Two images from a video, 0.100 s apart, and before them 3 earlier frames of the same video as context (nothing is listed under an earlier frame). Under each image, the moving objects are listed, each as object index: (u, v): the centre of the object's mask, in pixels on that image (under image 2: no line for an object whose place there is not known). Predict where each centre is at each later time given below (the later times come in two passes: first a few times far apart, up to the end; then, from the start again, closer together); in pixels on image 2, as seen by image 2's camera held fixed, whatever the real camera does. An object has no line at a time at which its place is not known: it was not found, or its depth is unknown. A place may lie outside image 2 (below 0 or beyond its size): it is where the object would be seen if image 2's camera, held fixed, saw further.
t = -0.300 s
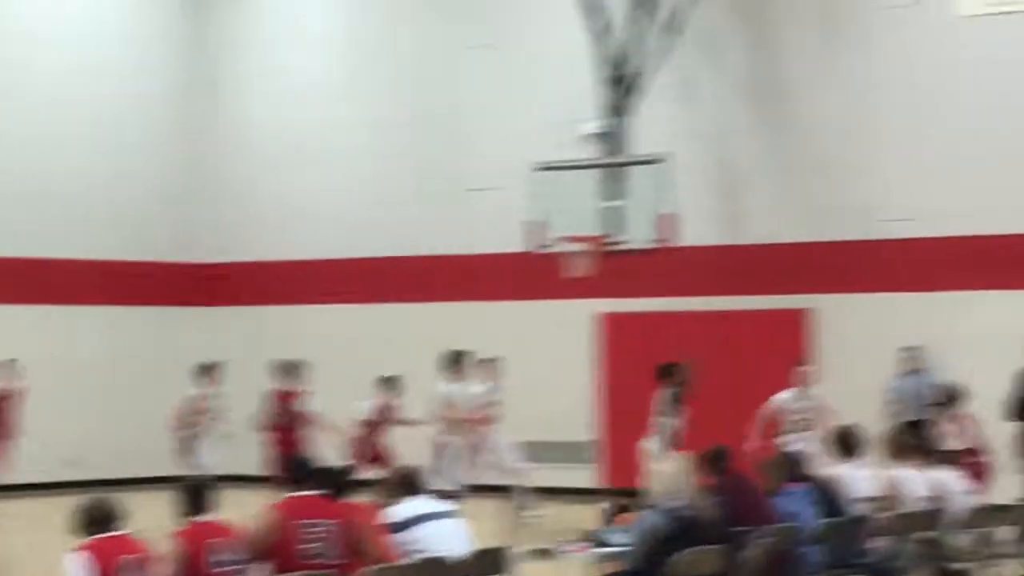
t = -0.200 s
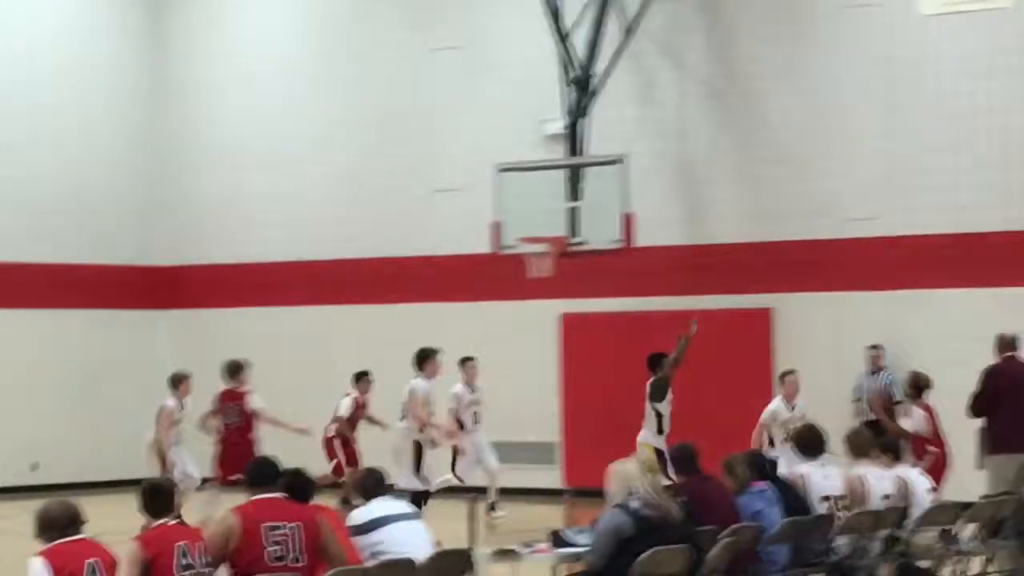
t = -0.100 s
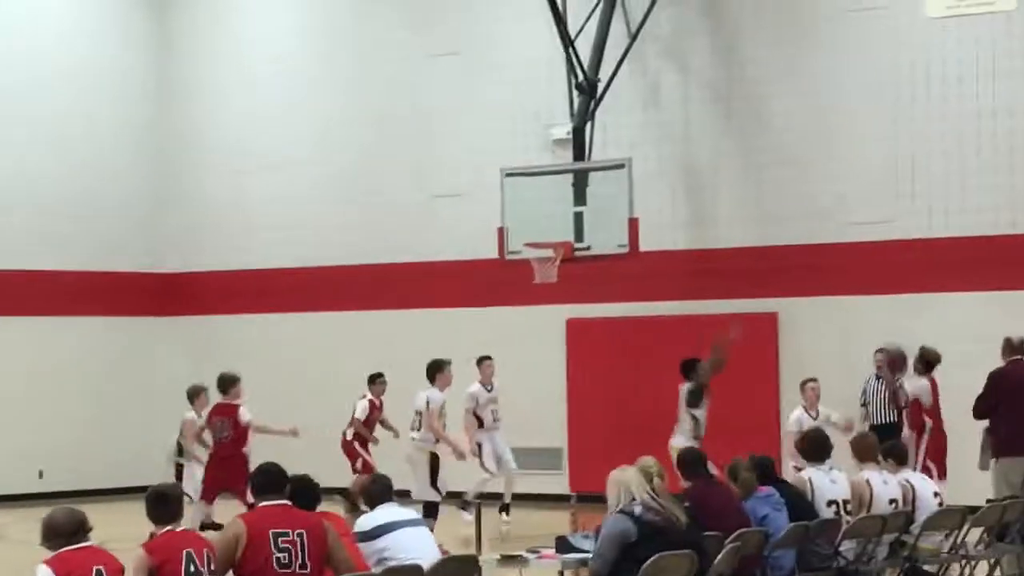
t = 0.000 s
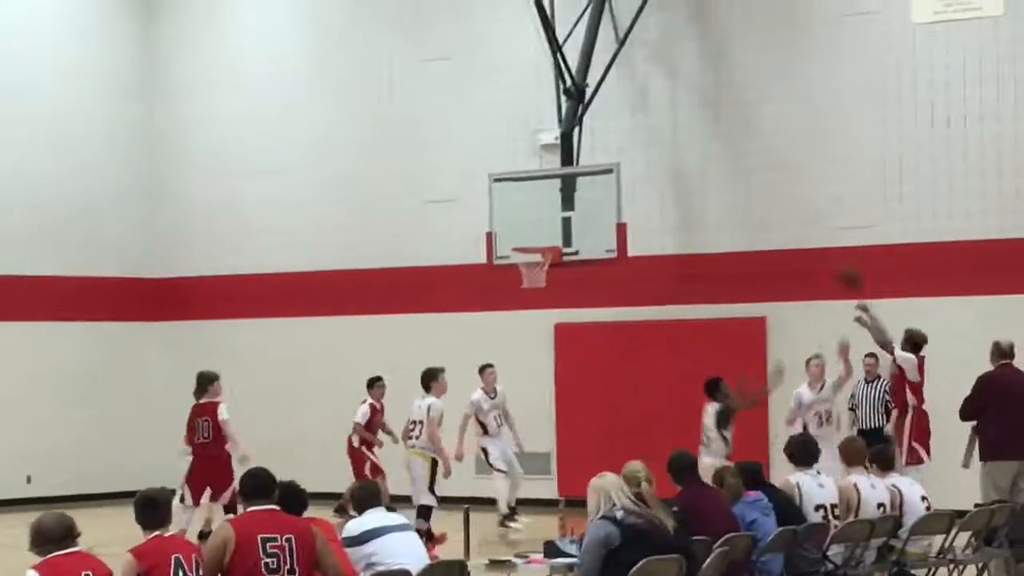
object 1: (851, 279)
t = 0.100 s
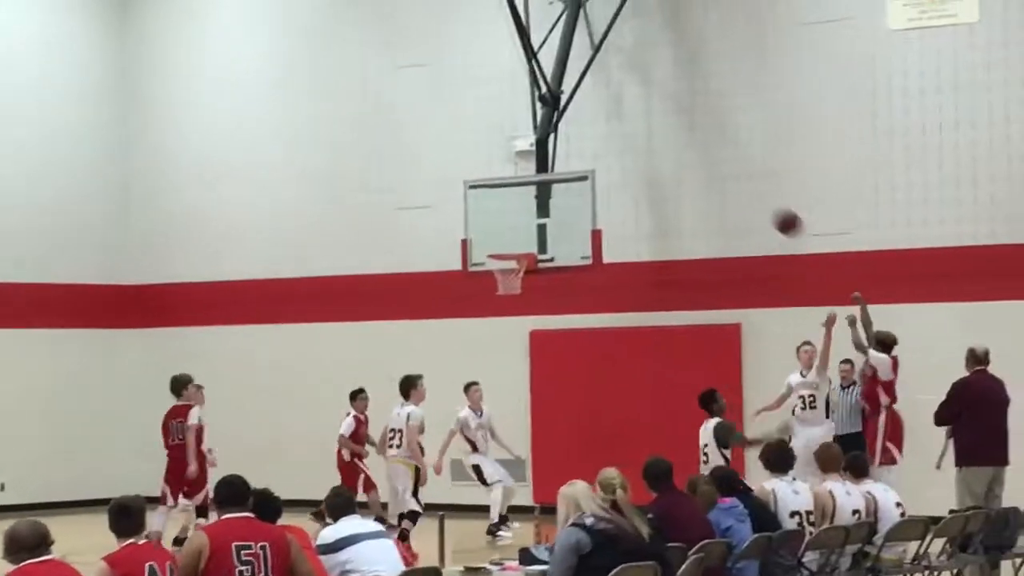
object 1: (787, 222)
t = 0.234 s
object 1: (743, 162)
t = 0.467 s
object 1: (671, 108)
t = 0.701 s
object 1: (607, 110)
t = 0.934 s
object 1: (548, 161)
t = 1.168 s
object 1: (497, 251)
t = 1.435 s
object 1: (497, 243)
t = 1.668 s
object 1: (482, 265)
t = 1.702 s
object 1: (481, 273)
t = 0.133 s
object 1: (776, 205)
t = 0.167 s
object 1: (765, 189)
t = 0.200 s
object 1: (754, 175)
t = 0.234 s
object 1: (743, 162)
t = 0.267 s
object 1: (732, 151)
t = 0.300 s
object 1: (722, 141)
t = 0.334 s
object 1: (711, 132)
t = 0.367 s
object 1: (701, 124)
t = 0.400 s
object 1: (692, 117)
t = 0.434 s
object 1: (681, 112)
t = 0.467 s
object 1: (671, 108)
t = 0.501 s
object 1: (662, 105)
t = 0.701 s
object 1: (607, 110)
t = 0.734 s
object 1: (598, 114)
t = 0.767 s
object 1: (589, 120)
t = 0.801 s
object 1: (581, 125)
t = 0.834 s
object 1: (572, 133)
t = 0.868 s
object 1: (565, 141)
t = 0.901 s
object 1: (557, 150)
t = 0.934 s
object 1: (548, 161)
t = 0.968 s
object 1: (540, 169)
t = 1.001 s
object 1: (531, 182)
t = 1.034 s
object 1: (525, 195)
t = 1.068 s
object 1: (518, 208)
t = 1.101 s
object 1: (510, 222)
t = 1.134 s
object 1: (503, 236)
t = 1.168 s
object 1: (497, 251)
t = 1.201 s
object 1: (506, 253)
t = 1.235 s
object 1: (517, 254)
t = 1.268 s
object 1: (510, 252)
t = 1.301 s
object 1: (504, 251)
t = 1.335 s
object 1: (503, 246)
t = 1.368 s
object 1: (501, 244)
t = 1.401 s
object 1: (499, 243)
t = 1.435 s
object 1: (497, 243)
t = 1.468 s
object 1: (495, 244)
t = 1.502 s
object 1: (494, 246)
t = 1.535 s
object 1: (492, 247)
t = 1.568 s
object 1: (490, 251)
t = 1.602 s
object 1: (488, 255)
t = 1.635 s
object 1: (484, 260)
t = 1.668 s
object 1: (482, 265)
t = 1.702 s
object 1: (481, 273)
